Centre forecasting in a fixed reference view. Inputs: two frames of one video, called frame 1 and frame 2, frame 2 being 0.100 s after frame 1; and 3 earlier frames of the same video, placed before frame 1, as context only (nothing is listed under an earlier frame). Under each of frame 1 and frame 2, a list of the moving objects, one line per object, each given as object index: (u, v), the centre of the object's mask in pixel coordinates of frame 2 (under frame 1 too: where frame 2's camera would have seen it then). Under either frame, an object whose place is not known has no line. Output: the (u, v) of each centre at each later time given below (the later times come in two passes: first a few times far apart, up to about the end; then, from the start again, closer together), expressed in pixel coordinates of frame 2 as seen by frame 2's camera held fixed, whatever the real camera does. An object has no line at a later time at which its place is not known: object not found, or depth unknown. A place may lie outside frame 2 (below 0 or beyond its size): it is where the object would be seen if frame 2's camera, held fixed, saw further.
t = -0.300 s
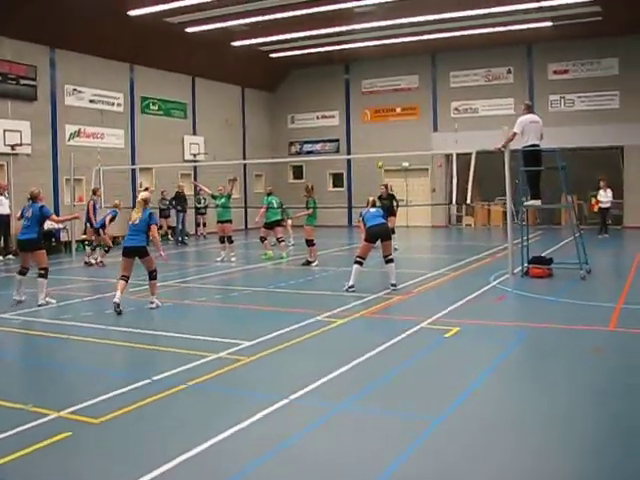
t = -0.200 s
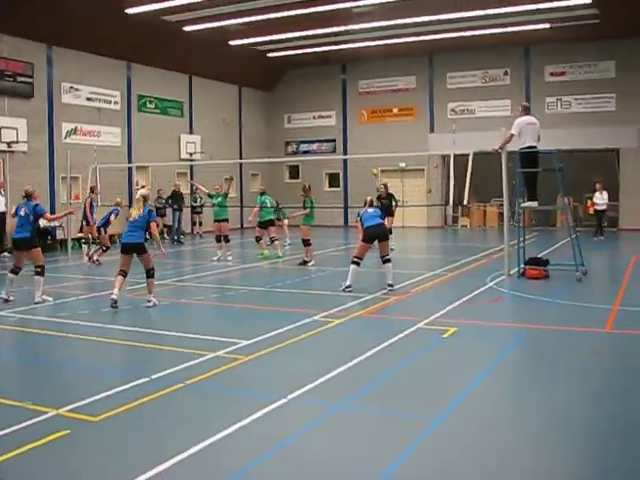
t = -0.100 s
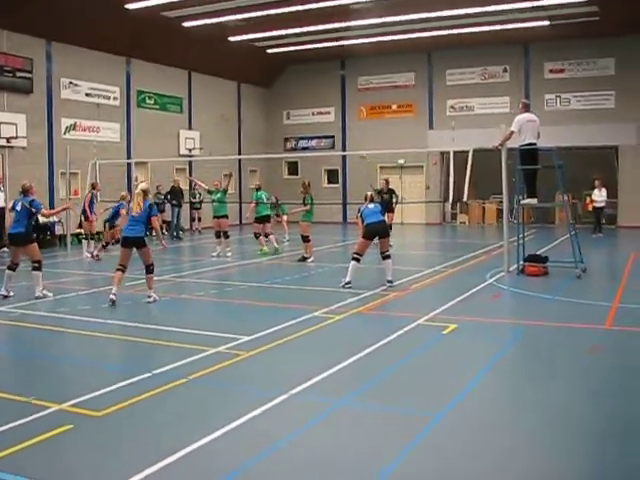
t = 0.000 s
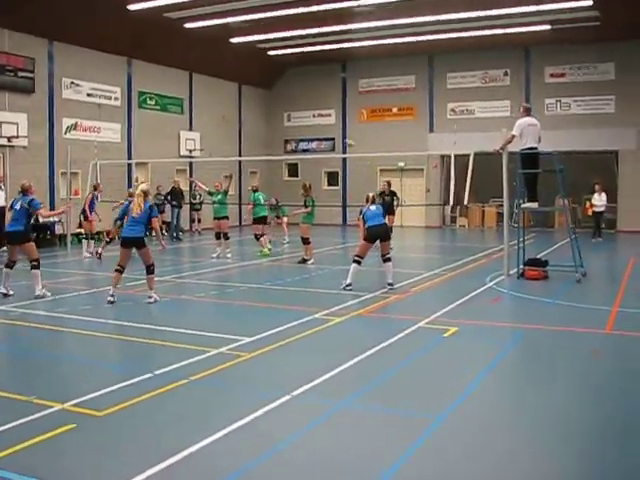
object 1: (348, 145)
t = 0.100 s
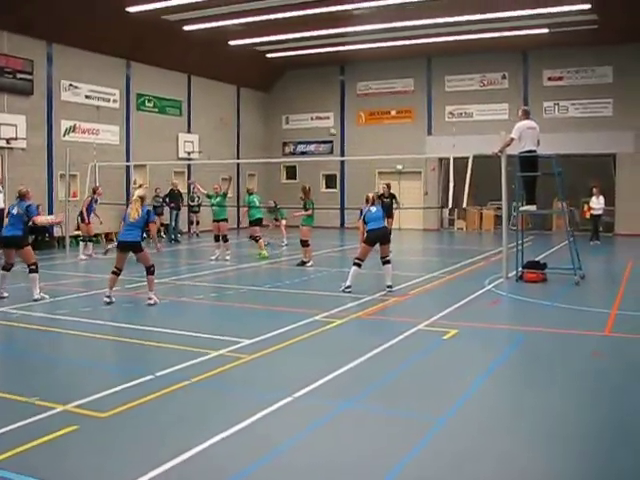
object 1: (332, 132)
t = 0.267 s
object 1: (305, 117)
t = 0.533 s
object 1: (254, 112)
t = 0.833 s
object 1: (164, 149)
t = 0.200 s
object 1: (314, 121)
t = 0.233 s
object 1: (310, 119)
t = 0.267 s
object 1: (305, 117)
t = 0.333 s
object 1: (293, 113)
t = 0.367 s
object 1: (287, 112)
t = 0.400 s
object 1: (282, 111)
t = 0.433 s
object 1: (275, 110)
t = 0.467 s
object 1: (269, 110)
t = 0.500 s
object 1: (262, 110)
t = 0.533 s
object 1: (254, 112)
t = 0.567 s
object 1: (246, 113)
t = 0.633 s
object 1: (229, 119)
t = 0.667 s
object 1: (220, 123)
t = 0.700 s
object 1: (210, 127)
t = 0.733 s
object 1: (201, 131)
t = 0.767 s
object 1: (190, 137)
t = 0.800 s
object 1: (177, 145)
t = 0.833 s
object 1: (164, 149)
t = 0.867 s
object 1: (149, 157)
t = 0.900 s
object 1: (134, 167)
